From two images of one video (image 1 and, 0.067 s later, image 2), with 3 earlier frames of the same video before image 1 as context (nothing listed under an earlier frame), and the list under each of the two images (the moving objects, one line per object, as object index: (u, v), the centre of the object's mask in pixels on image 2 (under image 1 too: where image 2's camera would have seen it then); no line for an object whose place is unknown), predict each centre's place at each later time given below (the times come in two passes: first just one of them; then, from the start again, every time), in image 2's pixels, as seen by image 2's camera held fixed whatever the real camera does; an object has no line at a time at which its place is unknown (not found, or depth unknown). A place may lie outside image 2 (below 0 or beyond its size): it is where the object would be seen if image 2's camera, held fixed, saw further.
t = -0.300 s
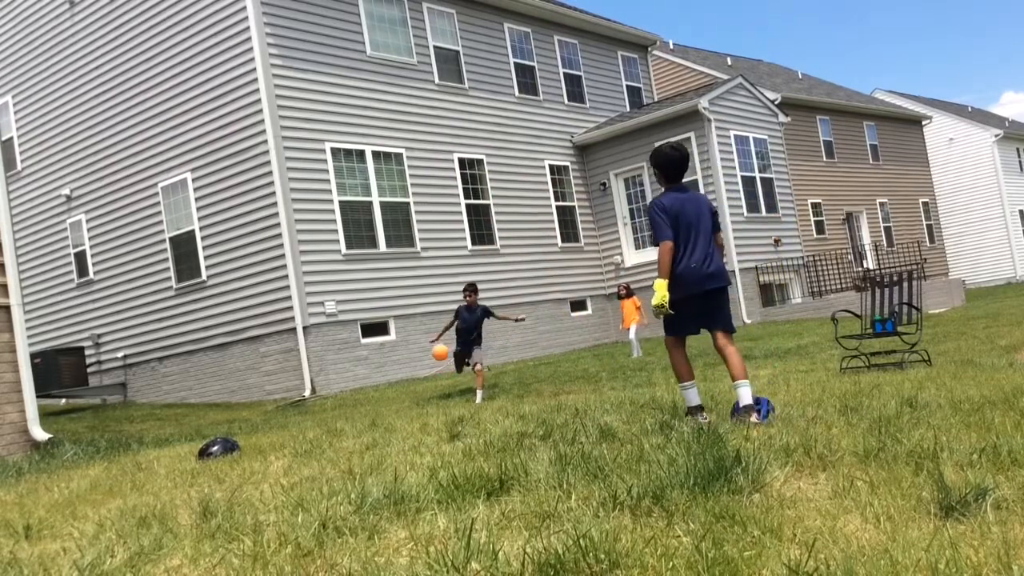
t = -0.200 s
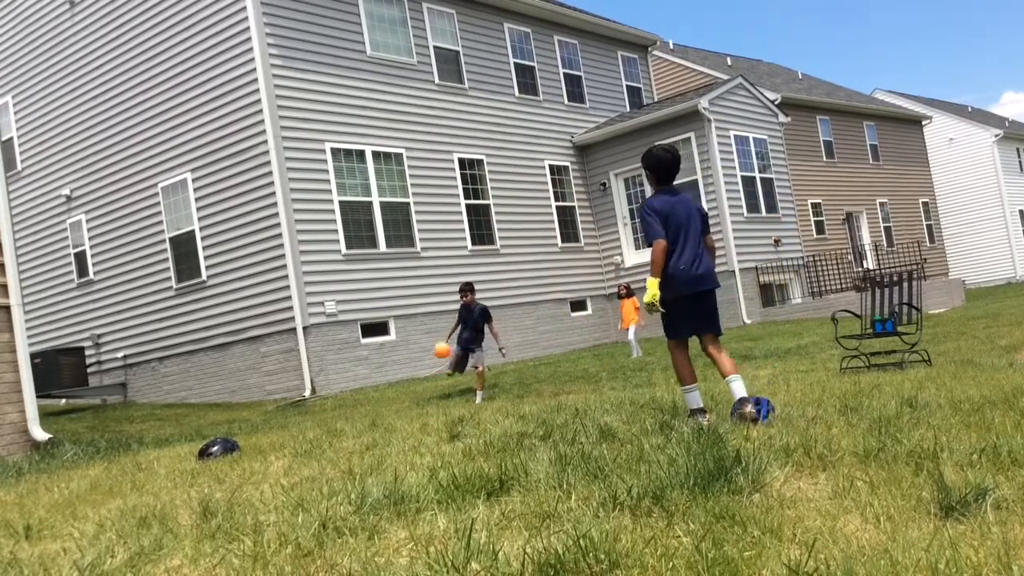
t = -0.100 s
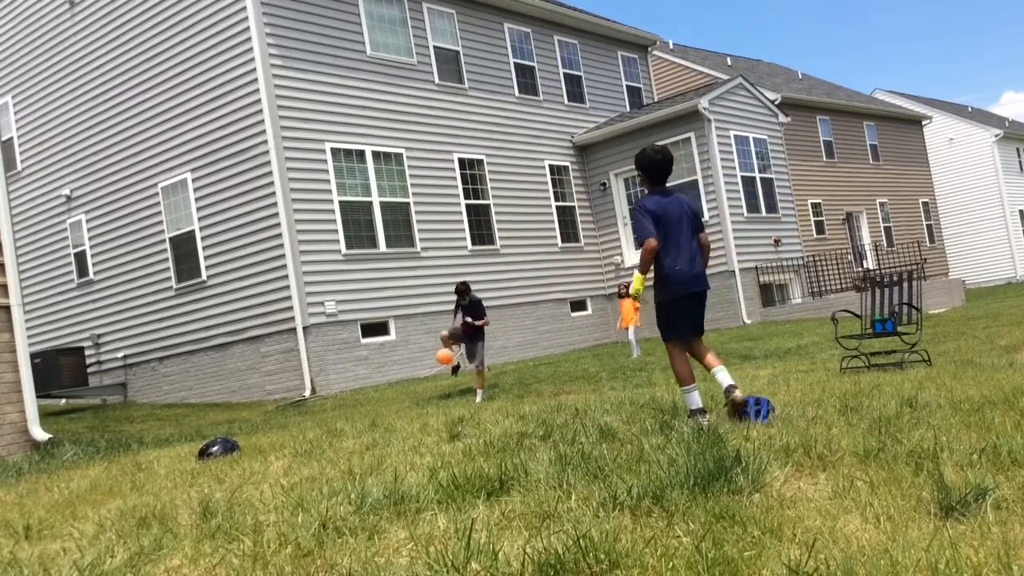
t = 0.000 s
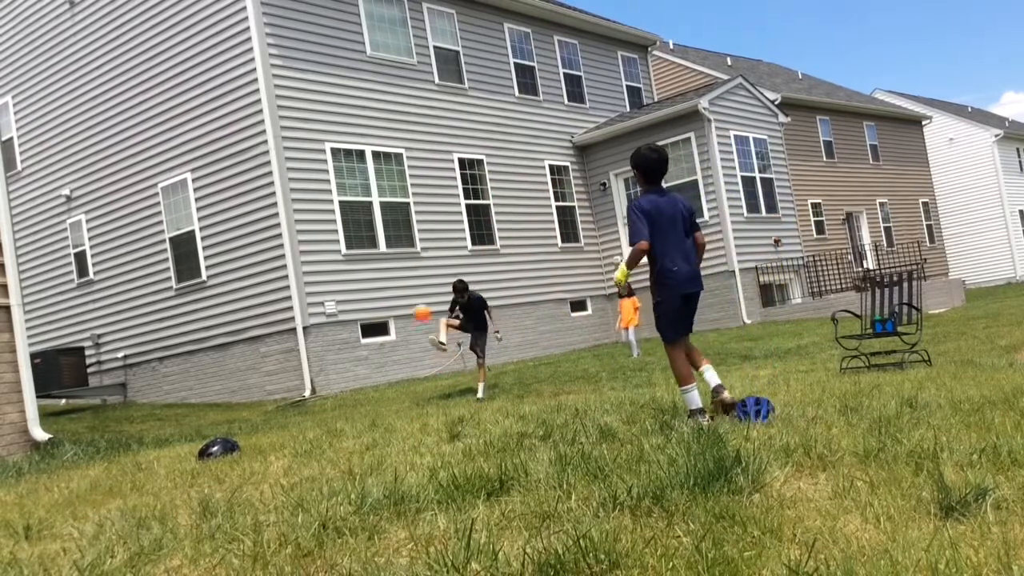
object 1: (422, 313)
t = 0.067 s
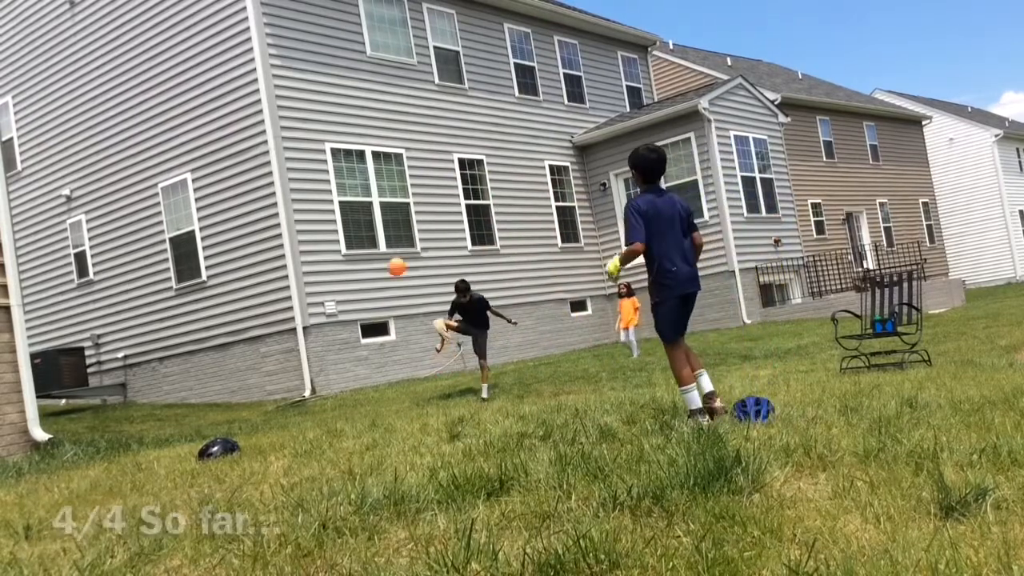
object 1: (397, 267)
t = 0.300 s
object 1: (301, 126)
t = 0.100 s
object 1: (384, 245)
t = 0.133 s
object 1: (370, 225)
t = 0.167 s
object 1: (358, 204)
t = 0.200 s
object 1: (343, 183)
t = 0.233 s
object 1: (329, 164)
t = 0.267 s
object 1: (316, 145)
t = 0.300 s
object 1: (301, 126)
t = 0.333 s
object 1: (286, 107)
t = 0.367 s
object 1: (270, 90)
